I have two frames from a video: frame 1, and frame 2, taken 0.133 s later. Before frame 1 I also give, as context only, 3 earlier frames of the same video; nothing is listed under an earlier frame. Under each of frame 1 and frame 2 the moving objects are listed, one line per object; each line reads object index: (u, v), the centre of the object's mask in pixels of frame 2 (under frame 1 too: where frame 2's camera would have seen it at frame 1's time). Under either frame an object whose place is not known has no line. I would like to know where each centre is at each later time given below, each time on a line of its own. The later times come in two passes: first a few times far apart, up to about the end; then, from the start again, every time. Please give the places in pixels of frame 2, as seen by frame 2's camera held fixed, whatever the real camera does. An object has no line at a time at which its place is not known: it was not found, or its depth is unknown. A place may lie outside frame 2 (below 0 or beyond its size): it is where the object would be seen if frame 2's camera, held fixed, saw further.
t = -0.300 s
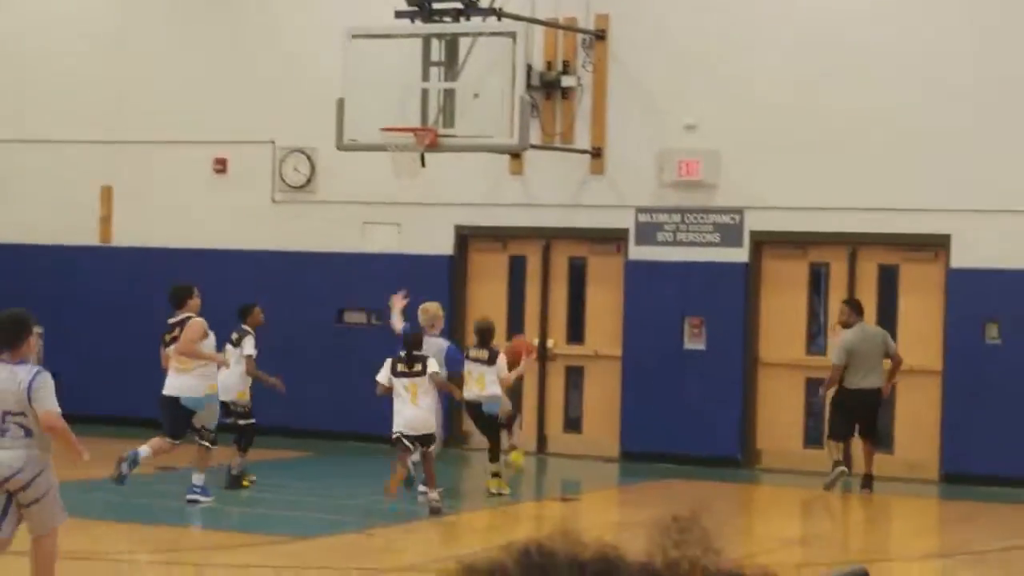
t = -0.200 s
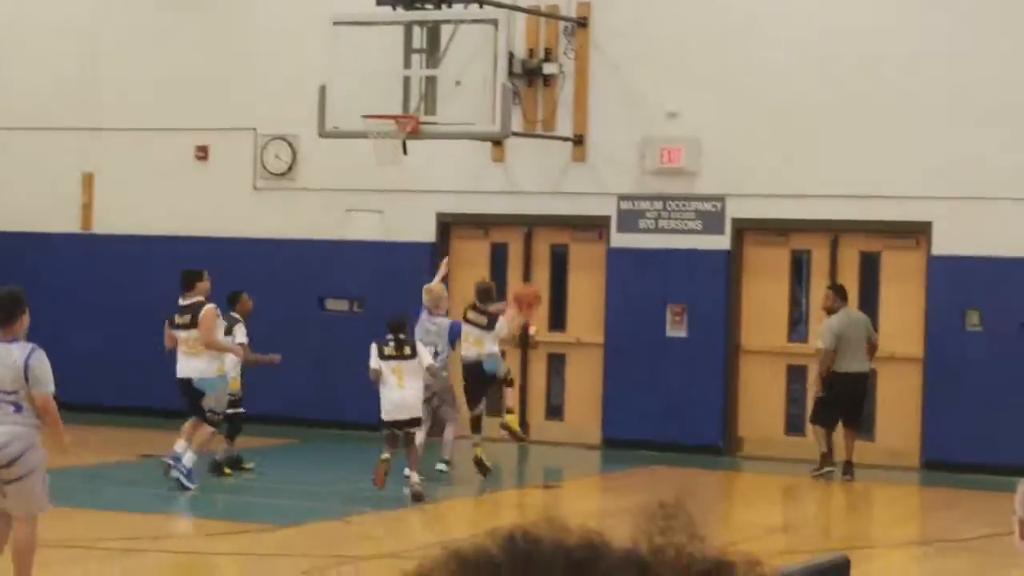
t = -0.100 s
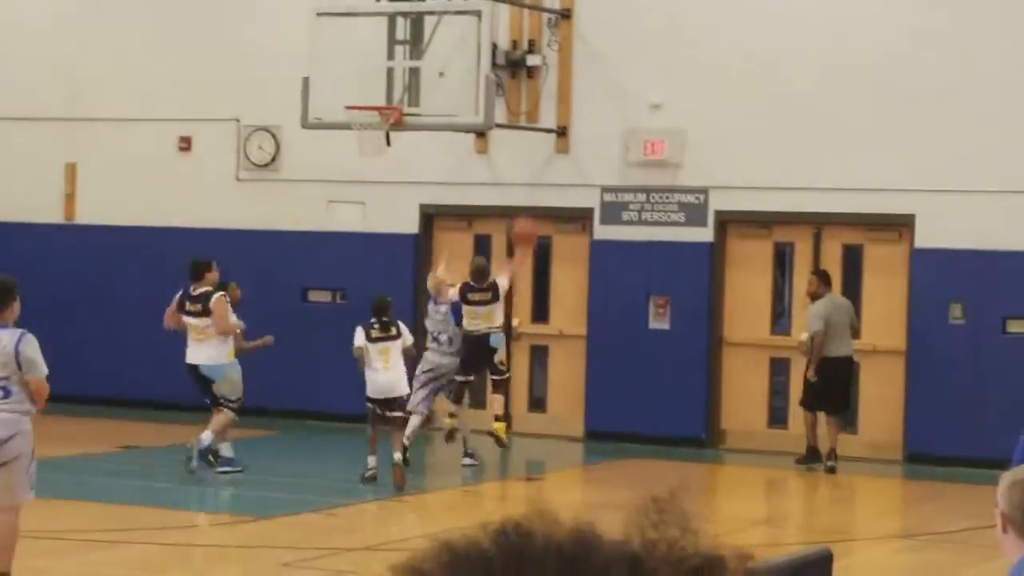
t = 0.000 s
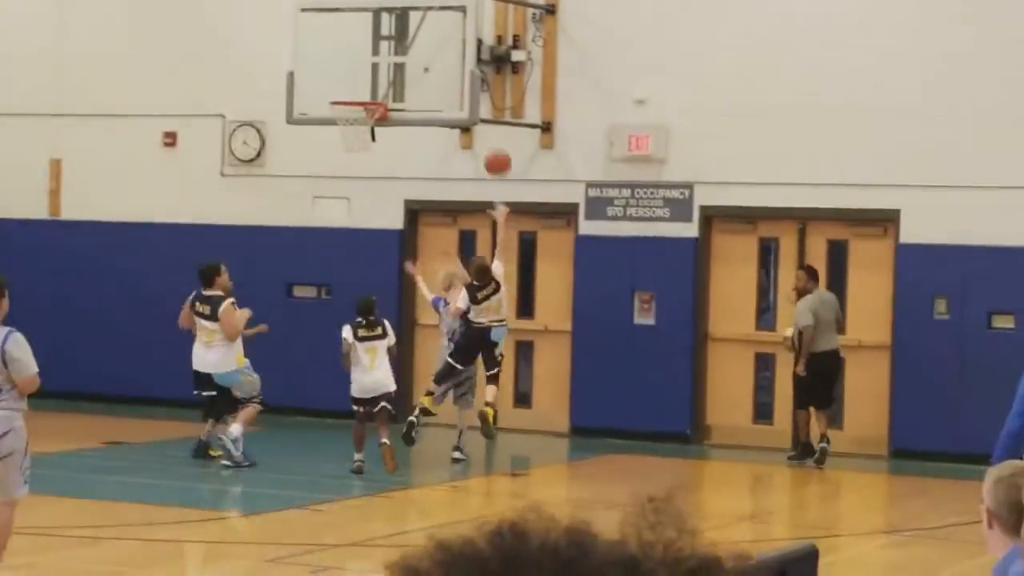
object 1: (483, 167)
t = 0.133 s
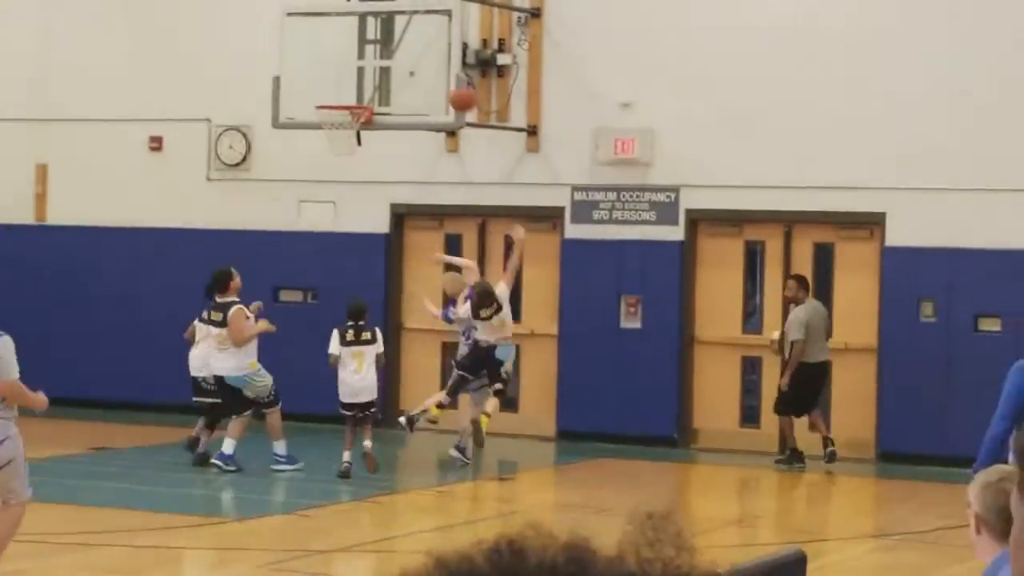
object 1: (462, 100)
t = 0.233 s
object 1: (447, 62)
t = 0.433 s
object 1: (416, 25)
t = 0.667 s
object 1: (381, 39)
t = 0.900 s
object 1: (346, 93)
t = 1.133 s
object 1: (331, 133)
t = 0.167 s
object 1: (458, 86)
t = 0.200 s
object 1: (453, 74)
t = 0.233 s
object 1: (447, 62)
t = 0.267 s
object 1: (442, 53)
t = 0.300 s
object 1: (437, 44)
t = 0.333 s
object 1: (431, 38)
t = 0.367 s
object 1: (426, 32)
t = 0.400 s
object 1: (421, 27)
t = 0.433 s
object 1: (416, 25)
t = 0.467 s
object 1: (412, 23)
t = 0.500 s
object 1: (405, 23)
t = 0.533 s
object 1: (401, 23)
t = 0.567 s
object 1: (396, 25)
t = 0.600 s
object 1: (391, 28)
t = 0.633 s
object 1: (385, 34)
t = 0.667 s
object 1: (381, 39)
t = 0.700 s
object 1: (376, 47)
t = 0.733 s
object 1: (371, 51)
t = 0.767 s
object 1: (365, 57)
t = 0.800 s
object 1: (361, 65)
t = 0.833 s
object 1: (355, 73)
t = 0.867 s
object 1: (351, 83)
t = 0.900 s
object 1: (346, 93)
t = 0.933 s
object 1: (341, 103)
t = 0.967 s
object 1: (336, 110)
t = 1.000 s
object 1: (331, 119)
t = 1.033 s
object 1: (329, 127)
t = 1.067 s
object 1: (327, 132)
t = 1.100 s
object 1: (327, 133)
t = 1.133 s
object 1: (331, 133)
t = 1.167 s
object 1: (333, 133)
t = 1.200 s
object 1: (336, 133)
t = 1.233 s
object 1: (338, 141)
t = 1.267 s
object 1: (340, 143)
